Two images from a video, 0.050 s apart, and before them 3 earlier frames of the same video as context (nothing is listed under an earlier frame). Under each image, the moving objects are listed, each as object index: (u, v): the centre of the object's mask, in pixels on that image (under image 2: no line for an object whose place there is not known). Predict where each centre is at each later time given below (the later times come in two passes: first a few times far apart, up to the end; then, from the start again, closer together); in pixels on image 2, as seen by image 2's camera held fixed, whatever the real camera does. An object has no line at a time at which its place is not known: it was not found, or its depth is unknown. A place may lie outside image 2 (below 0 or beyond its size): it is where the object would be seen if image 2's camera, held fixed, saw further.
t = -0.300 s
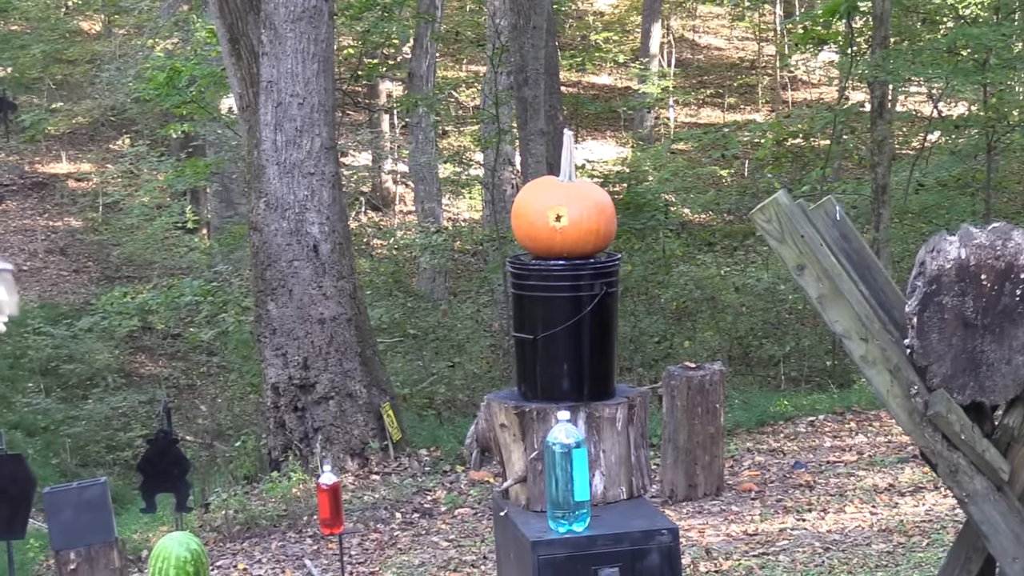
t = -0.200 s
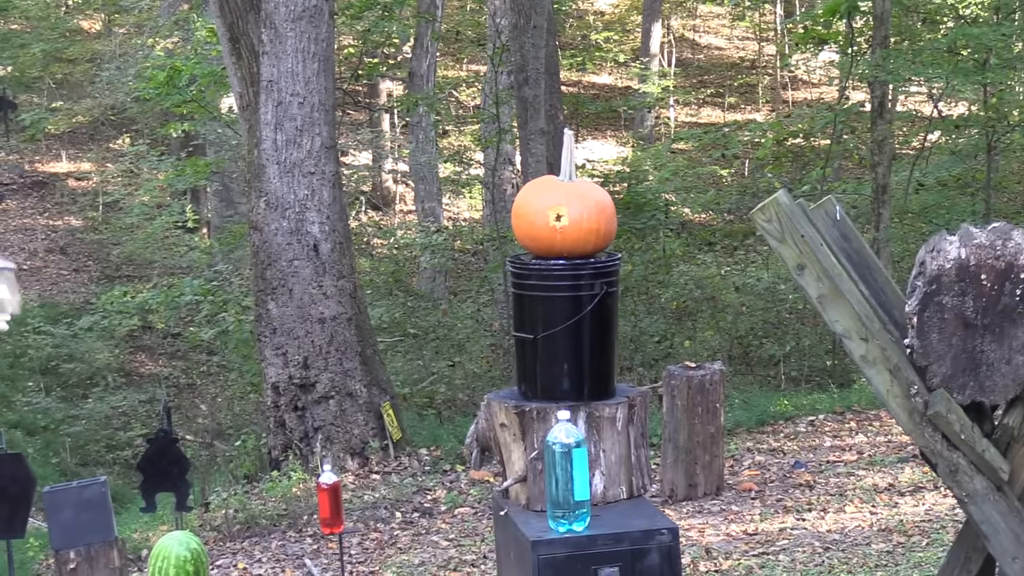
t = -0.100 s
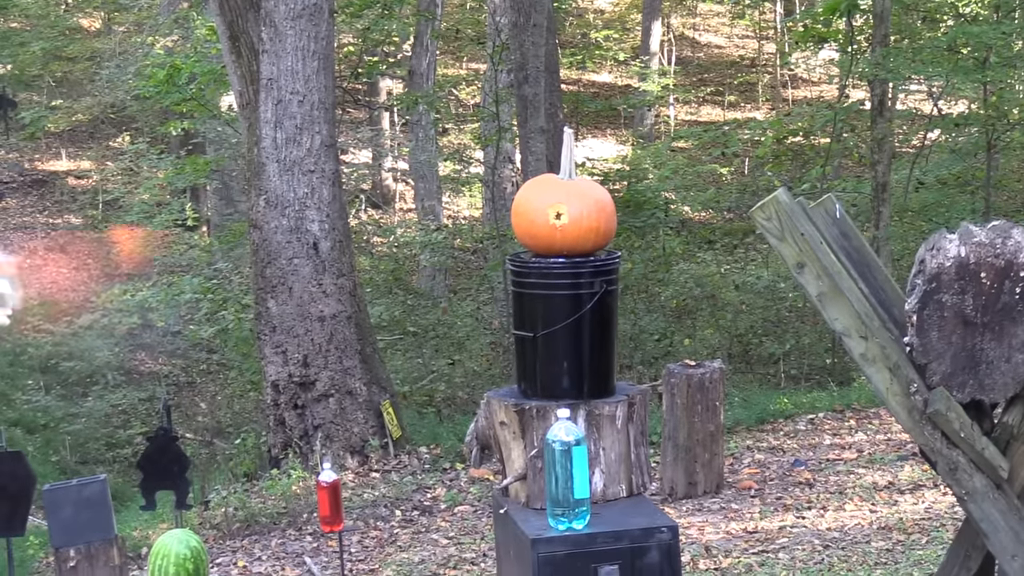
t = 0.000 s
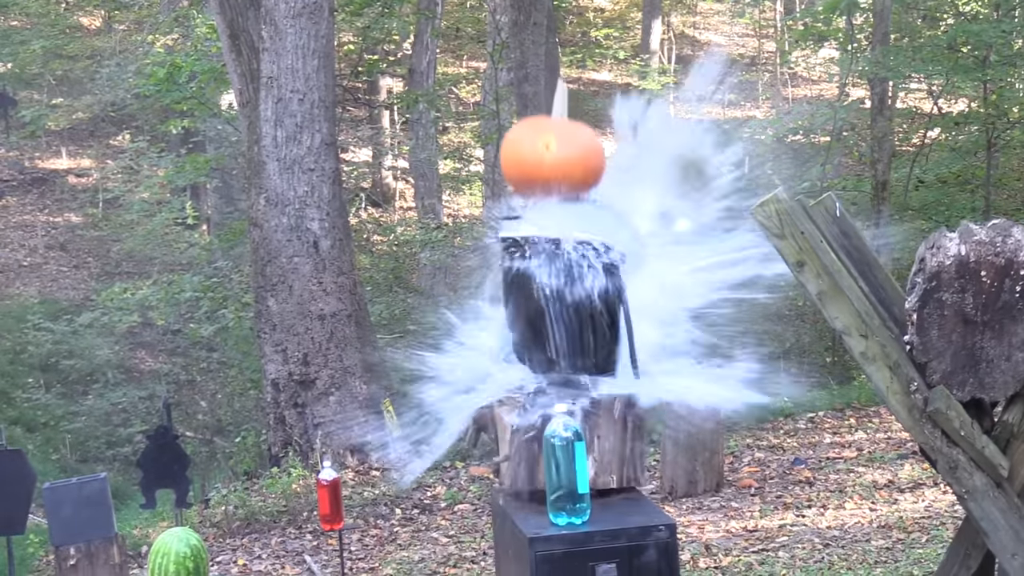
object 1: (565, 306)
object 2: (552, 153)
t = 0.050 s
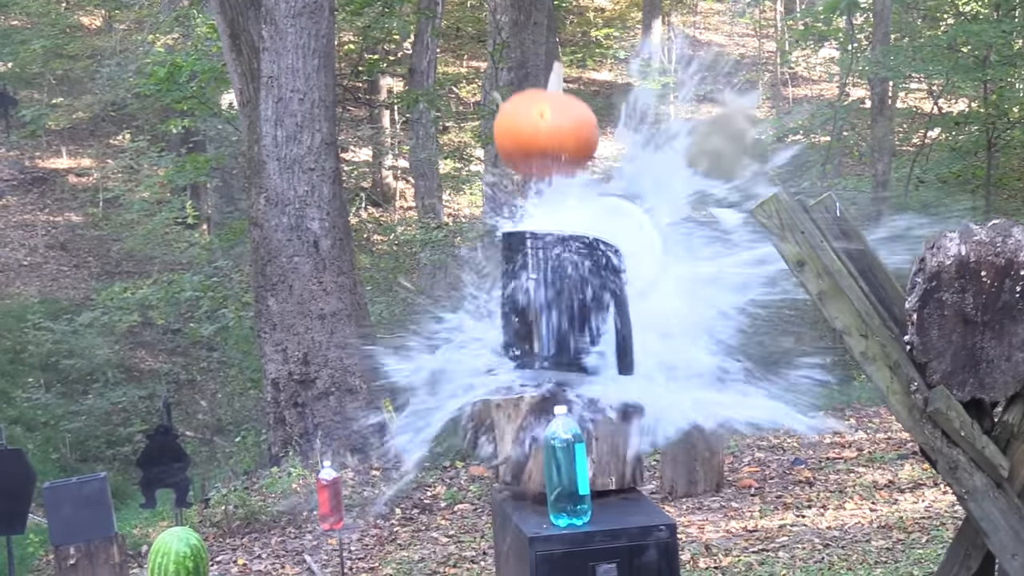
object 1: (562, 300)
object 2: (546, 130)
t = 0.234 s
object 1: (526, 324)
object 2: (523, 119)
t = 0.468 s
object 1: (433, 344)
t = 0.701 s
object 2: (487, 330)
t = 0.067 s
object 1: (559, 301)
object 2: (544, 124)
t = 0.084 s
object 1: (558, 304)
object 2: (541, 119)
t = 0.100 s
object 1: (555, 304)
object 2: (539, 115)
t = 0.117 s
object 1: (553, 308)
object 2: (537, 112)
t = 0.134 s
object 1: (552, 313)
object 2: (535, 111)
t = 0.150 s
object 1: (549, 316)
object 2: (533, 110)
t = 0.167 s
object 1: (545, 317)
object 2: (532, 110)
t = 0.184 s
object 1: (541, 321)
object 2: (529, 112)
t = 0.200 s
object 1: (537, 323)
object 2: (527, 113)
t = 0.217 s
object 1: (531, 323)
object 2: (526, 115)
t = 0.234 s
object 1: (526, 324)
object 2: (523, 119)
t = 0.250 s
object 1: (520, 324)
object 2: (522, 123)
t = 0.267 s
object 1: (515, 323)
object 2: (520, 129)
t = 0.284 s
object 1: (509, 322)
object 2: (518, 135)
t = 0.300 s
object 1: (504, 321)
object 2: (516, 142)
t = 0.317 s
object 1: (498, 321)
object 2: (515, 151)
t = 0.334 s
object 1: (492, 321)
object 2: (513, 161)
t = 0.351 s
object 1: (485, 321)
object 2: (511, 171)
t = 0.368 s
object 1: (479, 322)
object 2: (510, 182)
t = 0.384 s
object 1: (473, 324)
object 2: (508, 196)
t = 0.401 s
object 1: (466, 327)
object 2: (506, 210)
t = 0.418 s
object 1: (457, 331)
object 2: (504, 223)
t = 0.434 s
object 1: (449, 335)
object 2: (502, 234)
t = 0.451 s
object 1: (441, 338)
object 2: (500, 245)
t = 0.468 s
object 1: (433, 344)
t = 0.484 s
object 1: (424, 351)
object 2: (495, 273)
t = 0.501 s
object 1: (412, 362)
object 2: (494, 287)
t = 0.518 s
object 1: (400, 373)
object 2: (492, 302)
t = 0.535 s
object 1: (393, 390)
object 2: (491, 316)
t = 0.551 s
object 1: (386, 406)
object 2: (490, 331)
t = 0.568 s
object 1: (380, 423)
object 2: (488, 347)
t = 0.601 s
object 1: (368, 454)
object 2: (488, 338)
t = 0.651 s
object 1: (347, 511)
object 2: (487, 329)
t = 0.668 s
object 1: (341, 529)
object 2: (487, 328)
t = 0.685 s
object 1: (336, 544)
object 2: (487, 329)
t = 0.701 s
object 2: (487, 330)
